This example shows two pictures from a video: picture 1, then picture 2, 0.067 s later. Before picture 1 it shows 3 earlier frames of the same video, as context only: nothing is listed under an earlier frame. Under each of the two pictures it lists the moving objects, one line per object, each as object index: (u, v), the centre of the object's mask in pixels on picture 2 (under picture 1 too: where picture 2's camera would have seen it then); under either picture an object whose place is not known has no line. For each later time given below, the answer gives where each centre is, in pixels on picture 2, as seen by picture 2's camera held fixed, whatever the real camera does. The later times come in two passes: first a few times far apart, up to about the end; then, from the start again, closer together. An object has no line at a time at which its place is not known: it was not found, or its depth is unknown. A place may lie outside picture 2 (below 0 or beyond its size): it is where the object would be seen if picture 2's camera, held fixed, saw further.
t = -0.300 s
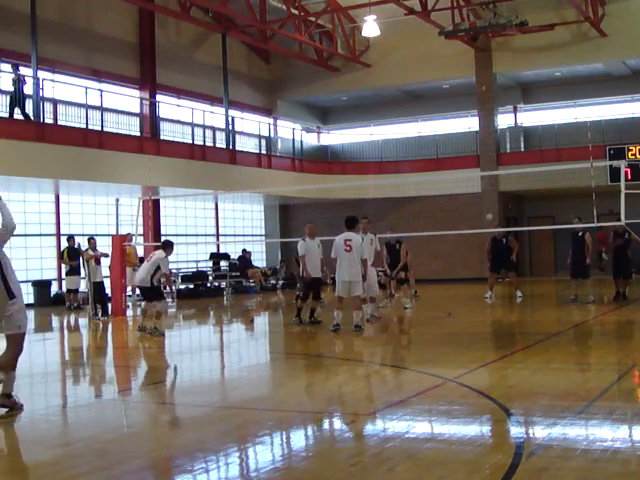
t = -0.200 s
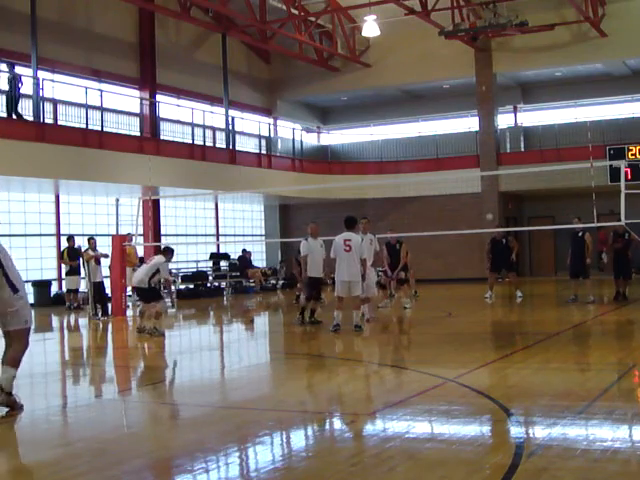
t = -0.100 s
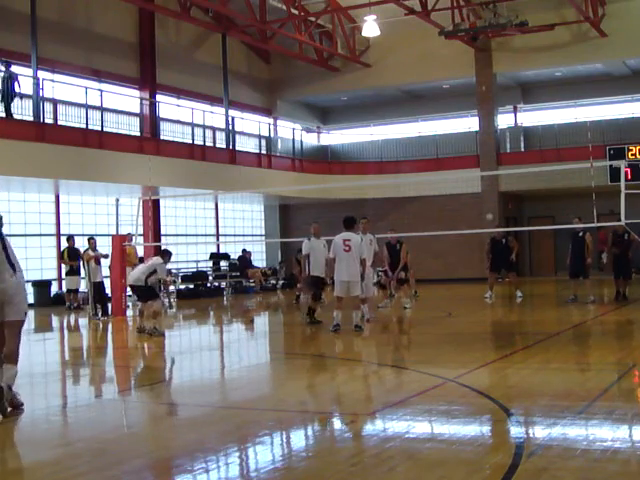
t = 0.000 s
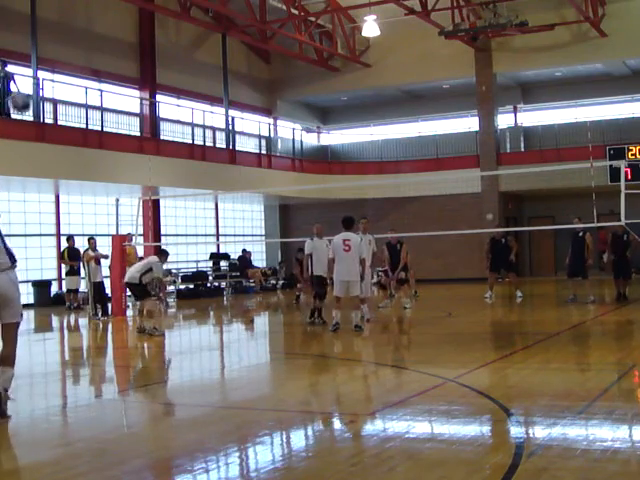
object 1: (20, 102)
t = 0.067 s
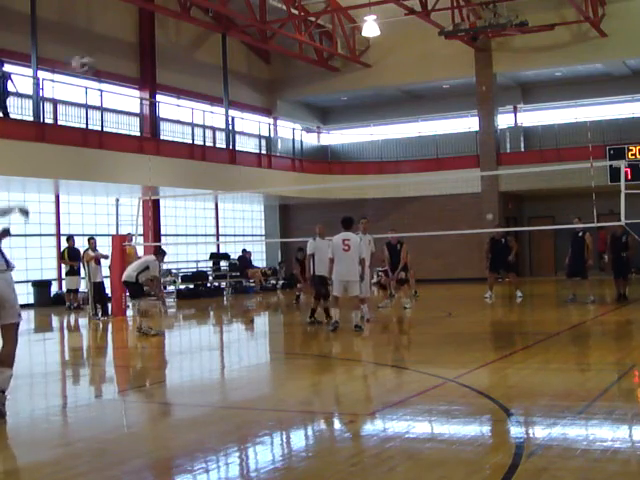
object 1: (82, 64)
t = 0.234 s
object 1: (199, 17)
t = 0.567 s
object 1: (351, 23)
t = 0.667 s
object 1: (382, 38)
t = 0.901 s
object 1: (442, 87)
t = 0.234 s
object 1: (199, 17)
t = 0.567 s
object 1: (351, 23)
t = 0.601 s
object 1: (361, 29)
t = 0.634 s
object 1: (373, 34)
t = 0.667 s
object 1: (382, 38)
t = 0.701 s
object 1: (393, 44)
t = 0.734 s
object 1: (402, 49)
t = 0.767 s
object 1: (411, 56)
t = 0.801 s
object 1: (419, 64)
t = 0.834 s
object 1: (428, 70)
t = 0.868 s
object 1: (437, 78)
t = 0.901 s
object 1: (442, 87)
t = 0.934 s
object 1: (450, 94)
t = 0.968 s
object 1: (456, 103)
